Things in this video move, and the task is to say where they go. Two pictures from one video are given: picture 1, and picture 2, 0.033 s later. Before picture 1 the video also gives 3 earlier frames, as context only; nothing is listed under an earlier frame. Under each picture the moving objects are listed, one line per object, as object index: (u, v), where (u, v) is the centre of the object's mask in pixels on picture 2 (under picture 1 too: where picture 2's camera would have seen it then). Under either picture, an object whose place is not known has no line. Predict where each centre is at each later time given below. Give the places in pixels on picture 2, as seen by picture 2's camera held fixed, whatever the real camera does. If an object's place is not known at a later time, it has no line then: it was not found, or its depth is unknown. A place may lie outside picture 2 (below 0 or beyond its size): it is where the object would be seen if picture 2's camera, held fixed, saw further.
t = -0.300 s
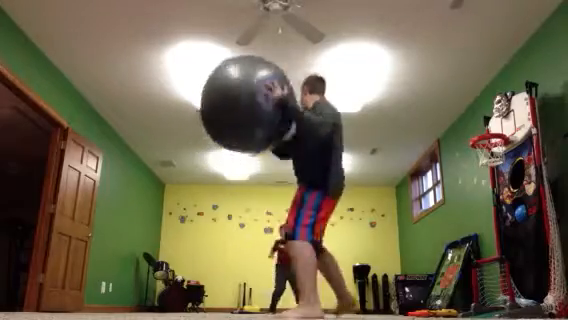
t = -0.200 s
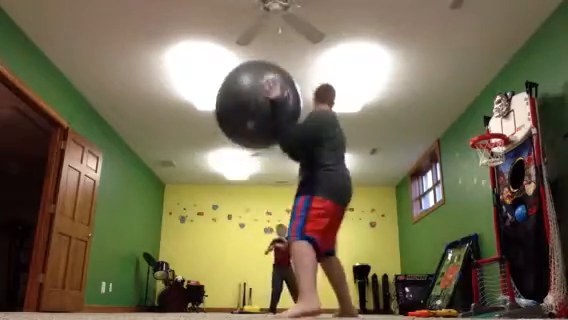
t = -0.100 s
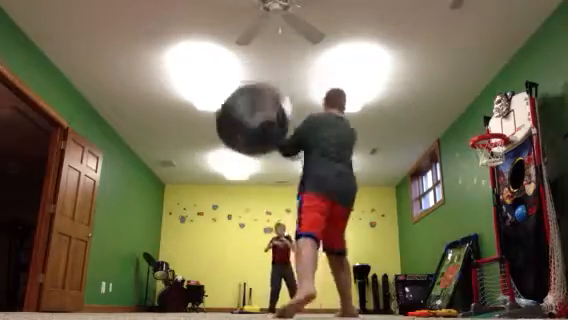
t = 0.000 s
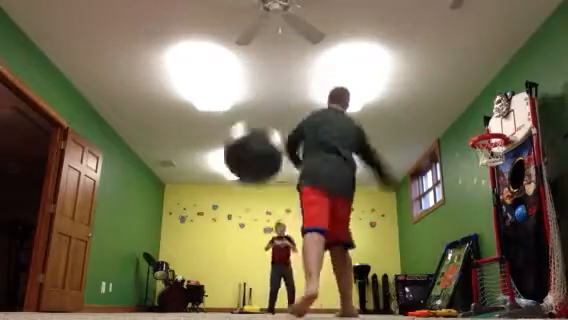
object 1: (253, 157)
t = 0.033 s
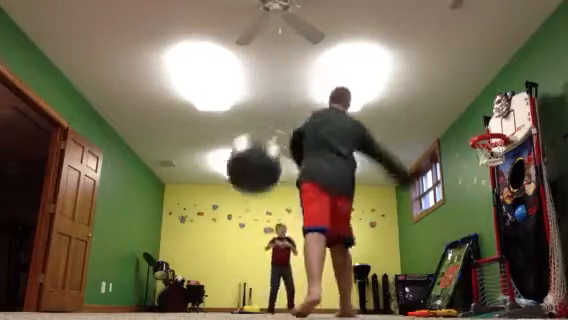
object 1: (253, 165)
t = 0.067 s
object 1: (254, 179)
